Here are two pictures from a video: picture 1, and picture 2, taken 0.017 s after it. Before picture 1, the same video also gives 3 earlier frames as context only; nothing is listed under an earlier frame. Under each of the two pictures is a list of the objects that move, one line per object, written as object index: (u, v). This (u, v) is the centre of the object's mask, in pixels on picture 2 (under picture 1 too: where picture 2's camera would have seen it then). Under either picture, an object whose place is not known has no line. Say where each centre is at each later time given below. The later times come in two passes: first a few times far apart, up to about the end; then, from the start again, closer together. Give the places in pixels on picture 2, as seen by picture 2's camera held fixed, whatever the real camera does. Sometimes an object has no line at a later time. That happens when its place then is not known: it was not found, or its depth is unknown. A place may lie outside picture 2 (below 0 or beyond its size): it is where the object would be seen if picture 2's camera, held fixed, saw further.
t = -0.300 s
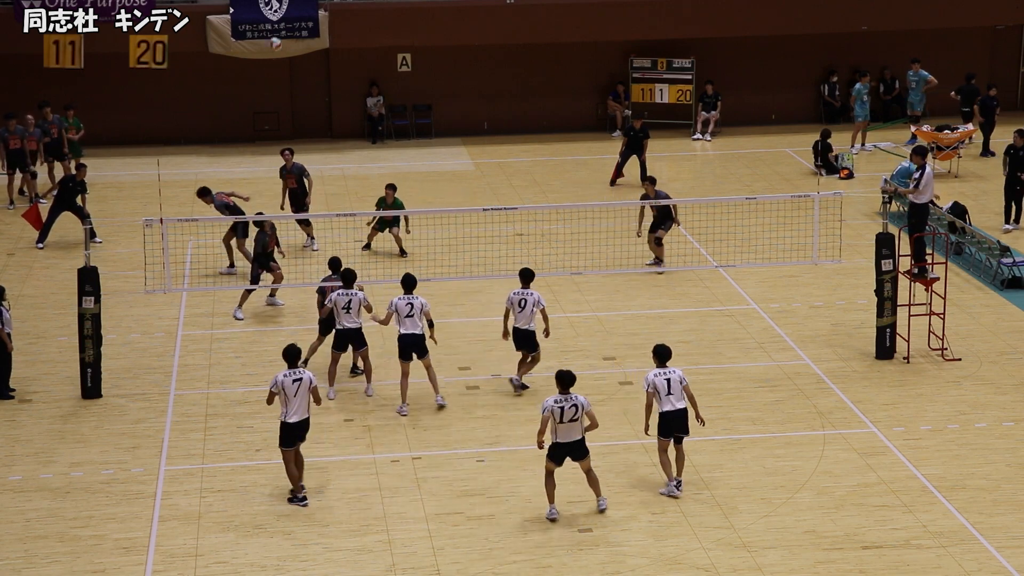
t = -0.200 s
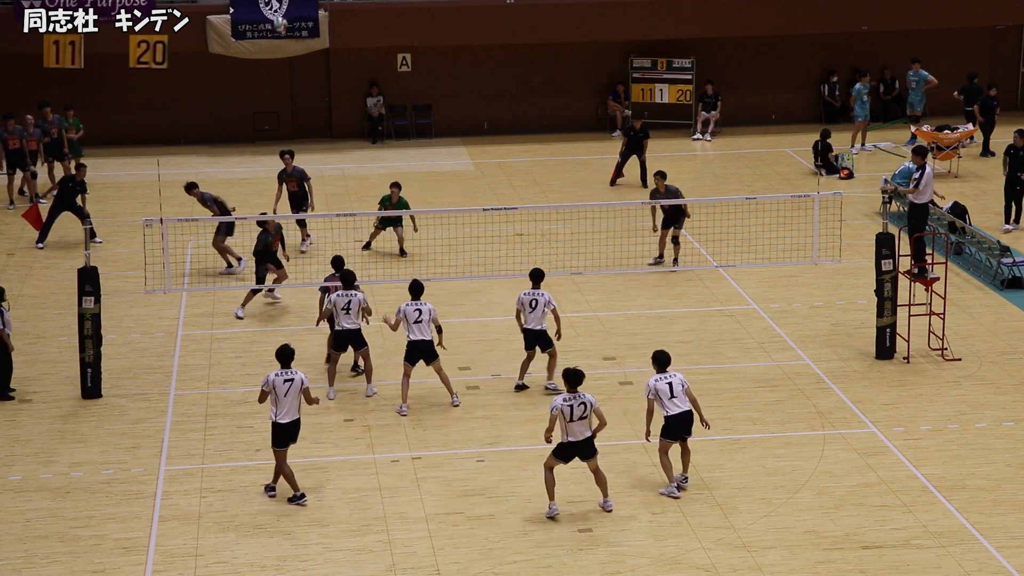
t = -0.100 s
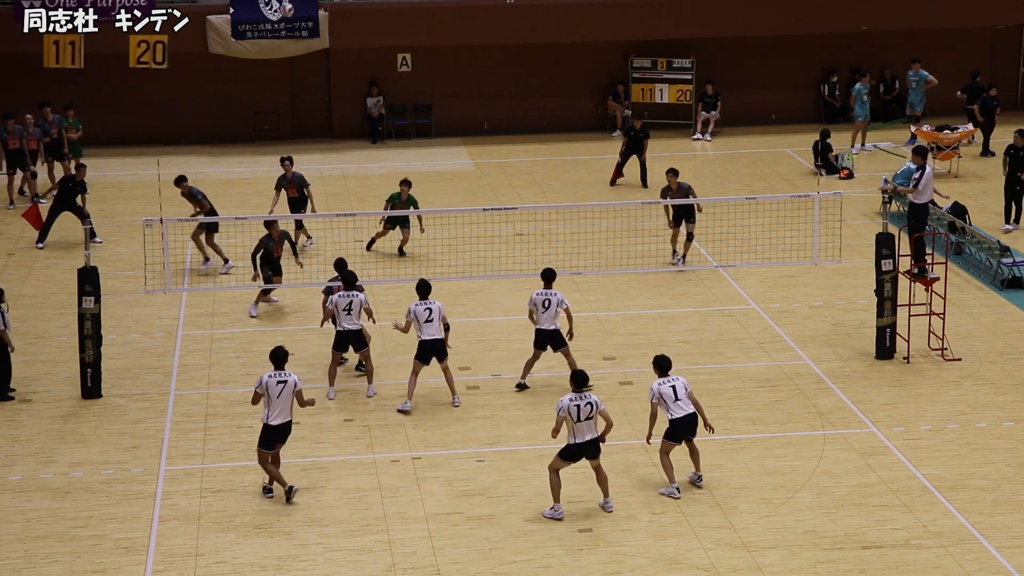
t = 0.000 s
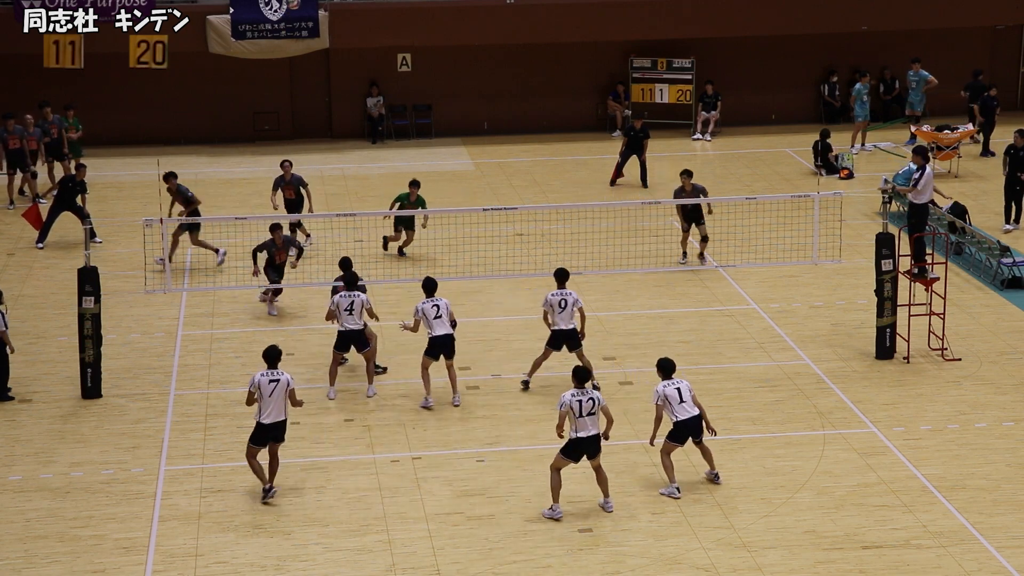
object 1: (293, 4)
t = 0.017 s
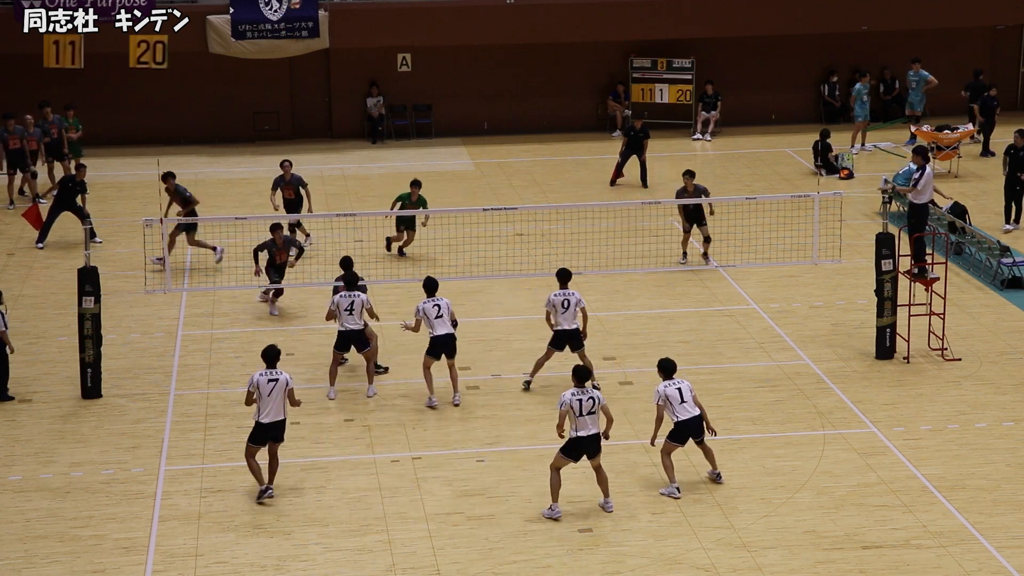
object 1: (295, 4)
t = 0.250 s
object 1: (312, 9)
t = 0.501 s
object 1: (333, 58)
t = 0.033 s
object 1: (295, 3)
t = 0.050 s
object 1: (296, 3)
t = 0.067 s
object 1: (297, 3)
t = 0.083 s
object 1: (299, 3)
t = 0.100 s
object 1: (300, 3)
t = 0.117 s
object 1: (302, 3)
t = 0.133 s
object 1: (303, 4)
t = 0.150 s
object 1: (304, 4)
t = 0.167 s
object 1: (305, 4)
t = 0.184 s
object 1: (307, 5)
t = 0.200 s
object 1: (308, 6)
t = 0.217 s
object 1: (309, 6)
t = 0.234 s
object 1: (310, 7)
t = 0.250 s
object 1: (312, 9)
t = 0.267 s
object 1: (313, 12)
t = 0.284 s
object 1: (314, 13)
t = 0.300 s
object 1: (316, 16)
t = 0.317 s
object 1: (317, 18)
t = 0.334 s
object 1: (319, 21)
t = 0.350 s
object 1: (320, 24)
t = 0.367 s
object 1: (322, 27)
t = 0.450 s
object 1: (329, 46)
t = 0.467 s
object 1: (330, 50)
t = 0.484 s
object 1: (332, 54)
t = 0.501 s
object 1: (333, 58)
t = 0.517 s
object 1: (335, 64)
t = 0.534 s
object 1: (336, 69)
